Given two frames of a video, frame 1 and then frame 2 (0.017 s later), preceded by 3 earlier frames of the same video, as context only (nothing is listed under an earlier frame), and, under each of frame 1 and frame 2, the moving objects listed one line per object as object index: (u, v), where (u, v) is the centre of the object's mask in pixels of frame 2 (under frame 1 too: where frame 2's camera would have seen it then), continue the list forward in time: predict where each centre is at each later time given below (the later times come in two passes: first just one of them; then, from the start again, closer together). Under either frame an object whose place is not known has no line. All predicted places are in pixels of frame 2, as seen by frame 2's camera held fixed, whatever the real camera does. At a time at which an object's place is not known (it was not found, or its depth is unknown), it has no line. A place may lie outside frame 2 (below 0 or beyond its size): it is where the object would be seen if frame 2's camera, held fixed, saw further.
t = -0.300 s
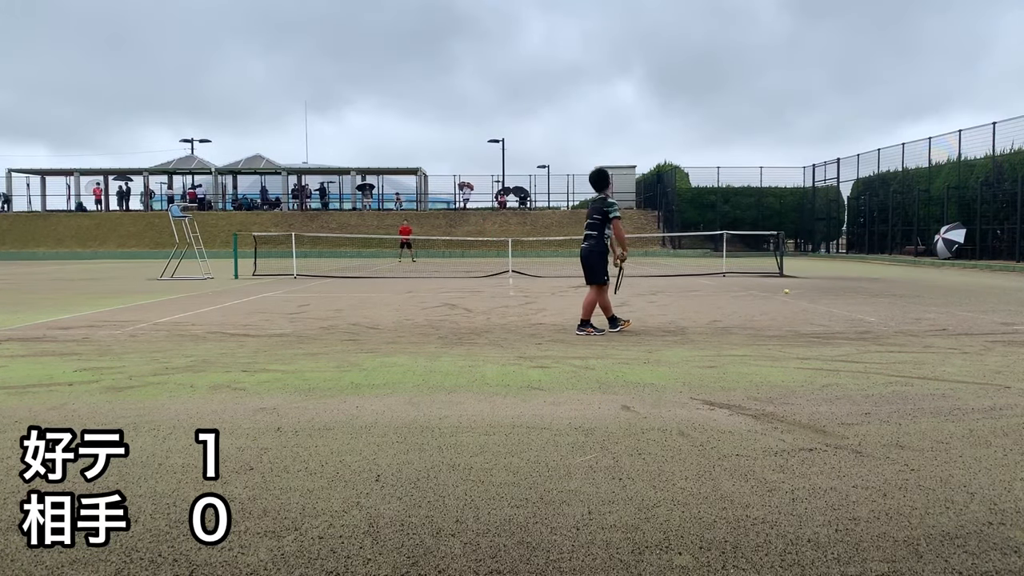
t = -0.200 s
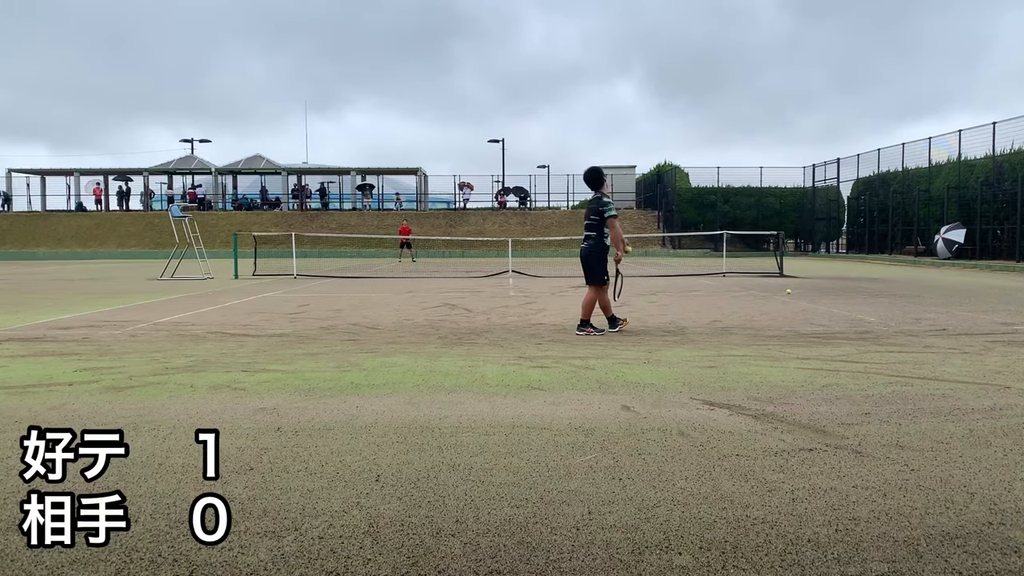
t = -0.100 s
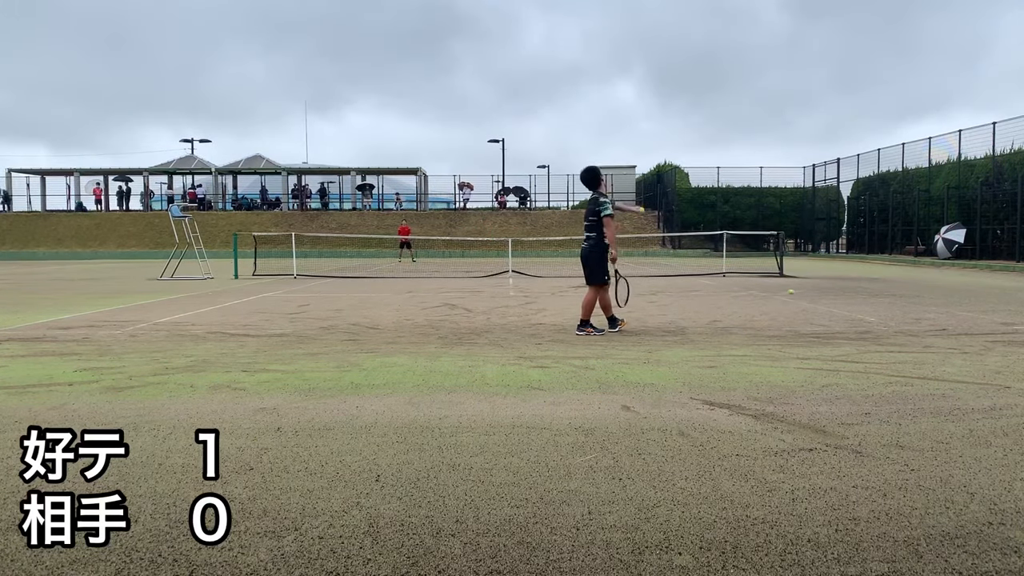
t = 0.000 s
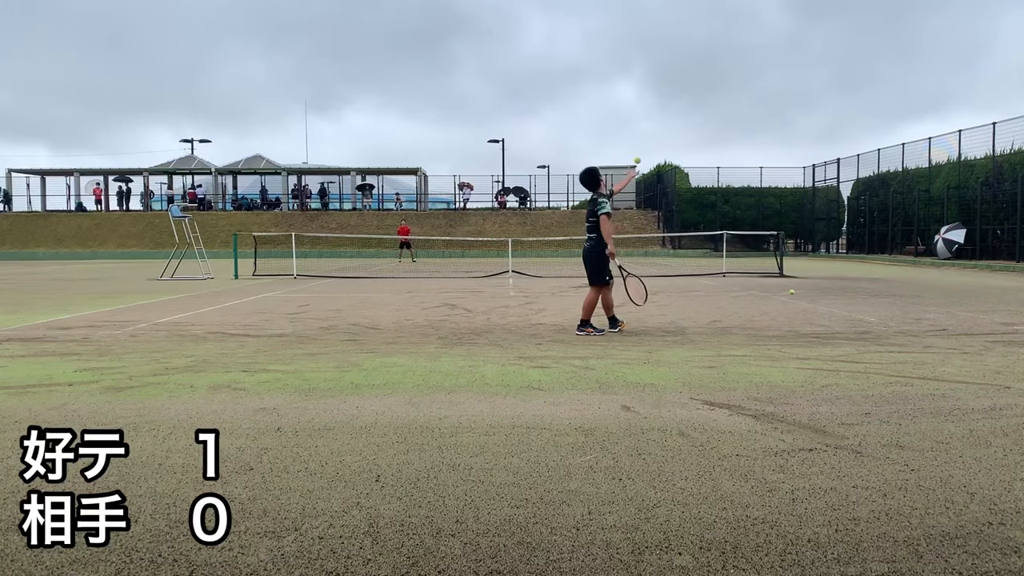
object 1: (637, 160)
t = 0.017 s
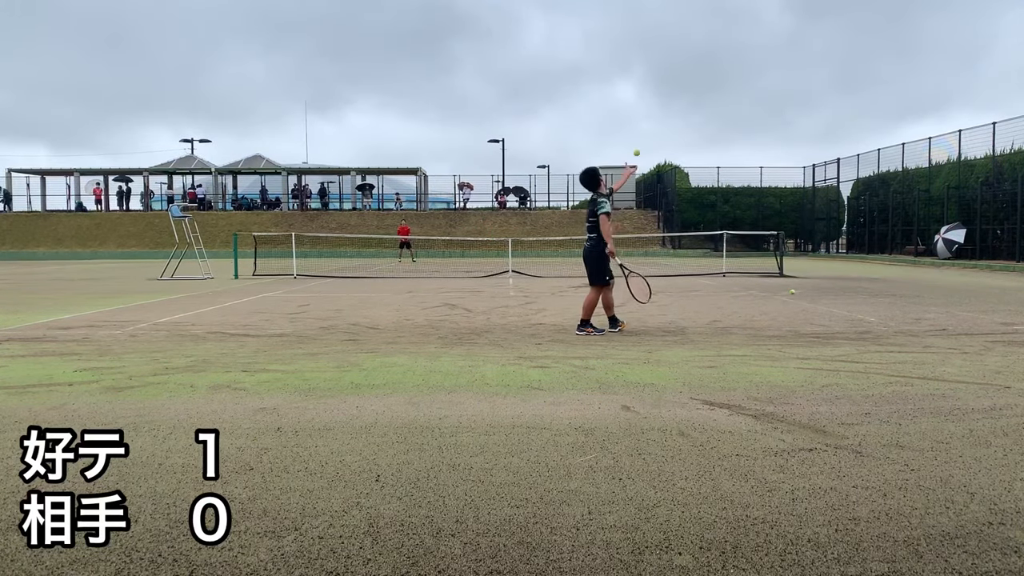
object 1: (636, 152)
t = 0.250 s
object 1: (625, 75)
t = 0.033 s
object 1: (636, 145)
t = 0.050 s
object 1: (635, 138)
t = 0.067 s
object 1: (634, 132)
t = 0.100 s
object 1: (632, 119)
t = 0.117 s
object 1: (632, 113)
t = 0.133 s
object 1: (631, 107)
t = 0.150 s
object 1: (630, 102)
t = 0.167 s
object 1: (629, 97)
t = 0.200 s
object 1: (628, 87)
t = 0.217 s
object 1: (627, 83)
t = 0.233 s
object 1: (626, 79)
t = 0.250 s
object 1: (625, 75)
